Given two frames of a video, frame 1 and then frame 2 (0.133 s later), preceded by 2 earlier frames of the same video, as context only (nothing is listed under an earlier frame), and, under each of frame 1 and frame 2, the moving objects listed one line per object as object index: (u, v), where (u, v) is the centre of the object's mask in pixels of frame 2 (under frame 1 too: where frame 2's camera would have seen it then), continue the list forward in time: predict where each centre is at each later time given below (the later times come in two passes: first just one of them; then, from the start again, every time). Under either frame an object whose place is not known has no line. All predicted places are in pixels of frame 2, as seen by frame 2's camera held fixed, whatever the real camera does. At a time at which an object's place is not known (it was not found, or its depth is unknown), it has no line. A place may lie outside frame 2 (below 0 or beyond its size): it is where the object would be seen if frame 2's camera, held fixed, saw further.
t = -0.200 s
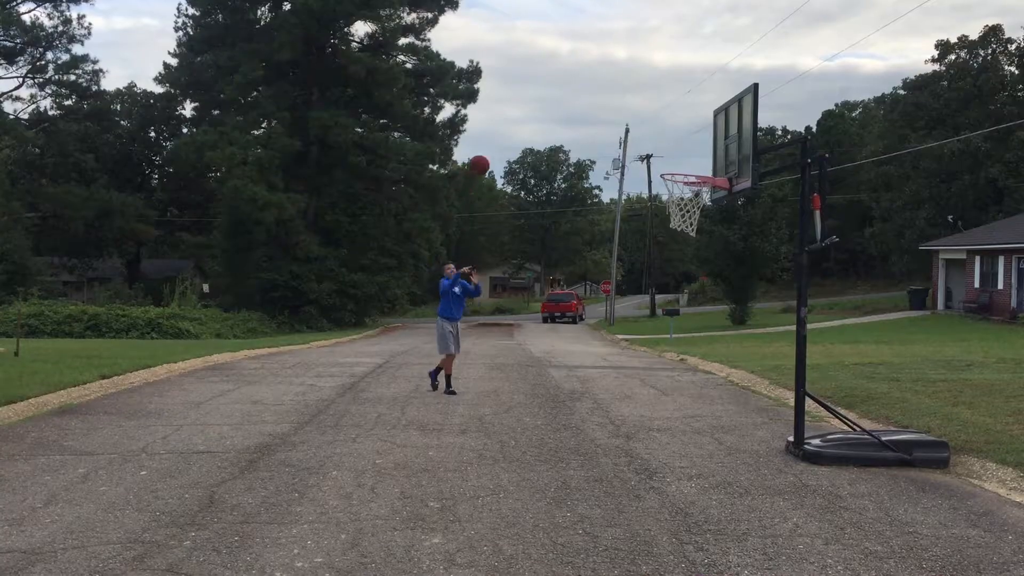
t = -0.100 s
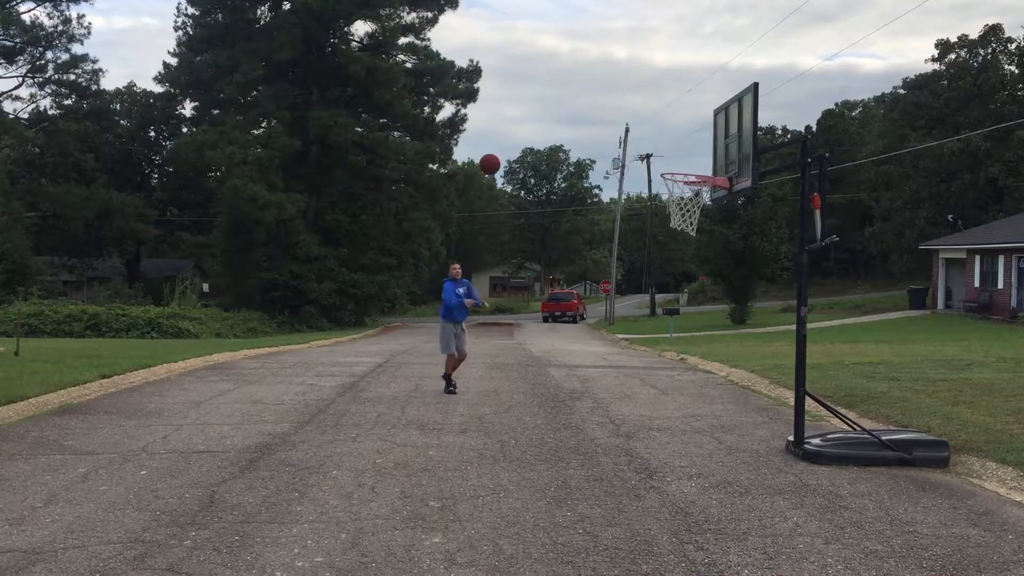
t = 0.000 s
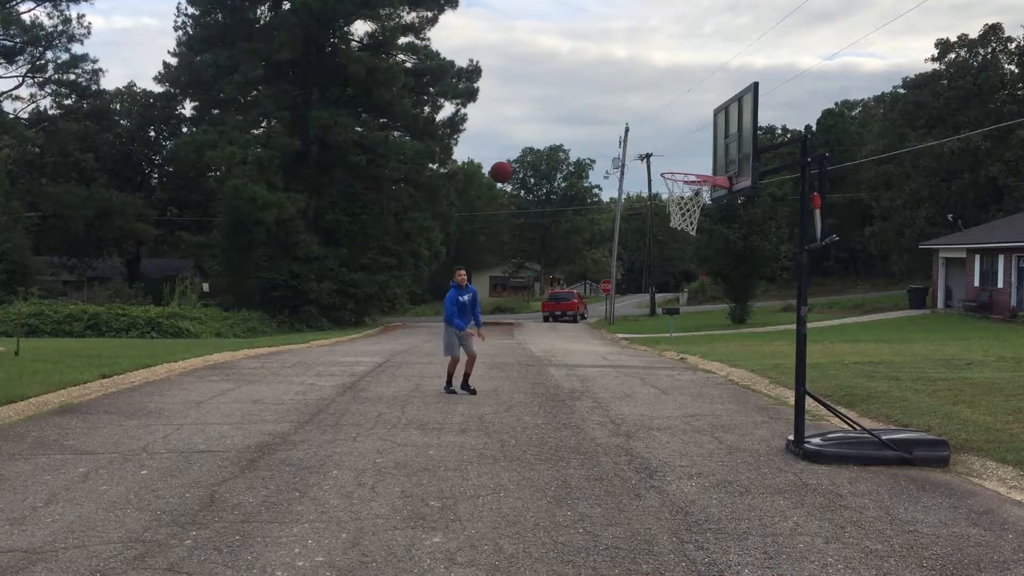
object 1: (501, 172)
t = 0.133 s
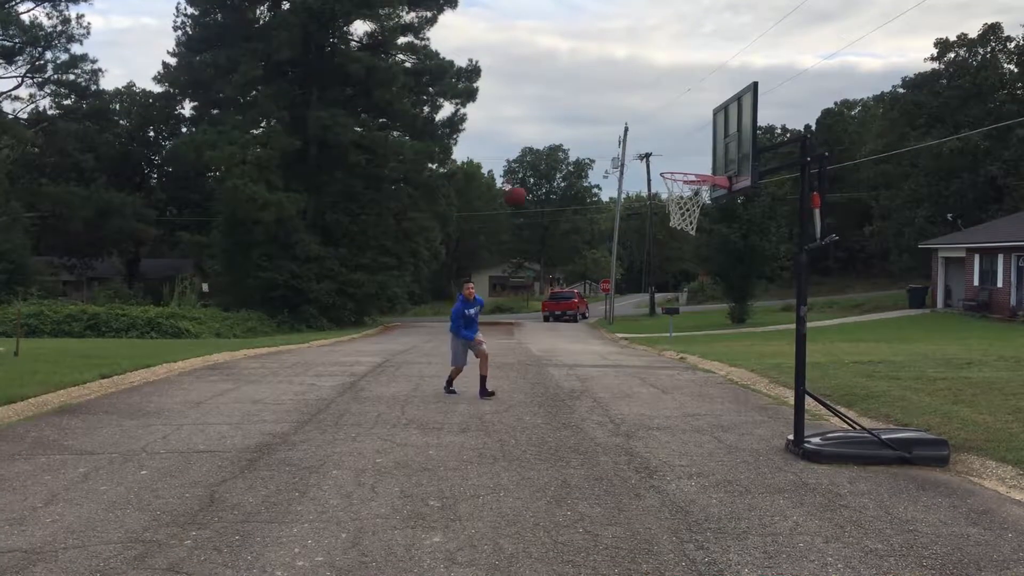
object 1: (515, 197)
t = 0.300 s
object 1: (535, 255)
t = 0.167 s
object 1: (520, 204)
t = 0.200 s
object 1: (523, 214)
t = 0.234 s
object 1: (527, 227)
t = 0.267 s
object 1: (531, 242)
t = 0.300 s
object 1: (535, 255)
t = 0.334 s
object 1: (539, 270)
